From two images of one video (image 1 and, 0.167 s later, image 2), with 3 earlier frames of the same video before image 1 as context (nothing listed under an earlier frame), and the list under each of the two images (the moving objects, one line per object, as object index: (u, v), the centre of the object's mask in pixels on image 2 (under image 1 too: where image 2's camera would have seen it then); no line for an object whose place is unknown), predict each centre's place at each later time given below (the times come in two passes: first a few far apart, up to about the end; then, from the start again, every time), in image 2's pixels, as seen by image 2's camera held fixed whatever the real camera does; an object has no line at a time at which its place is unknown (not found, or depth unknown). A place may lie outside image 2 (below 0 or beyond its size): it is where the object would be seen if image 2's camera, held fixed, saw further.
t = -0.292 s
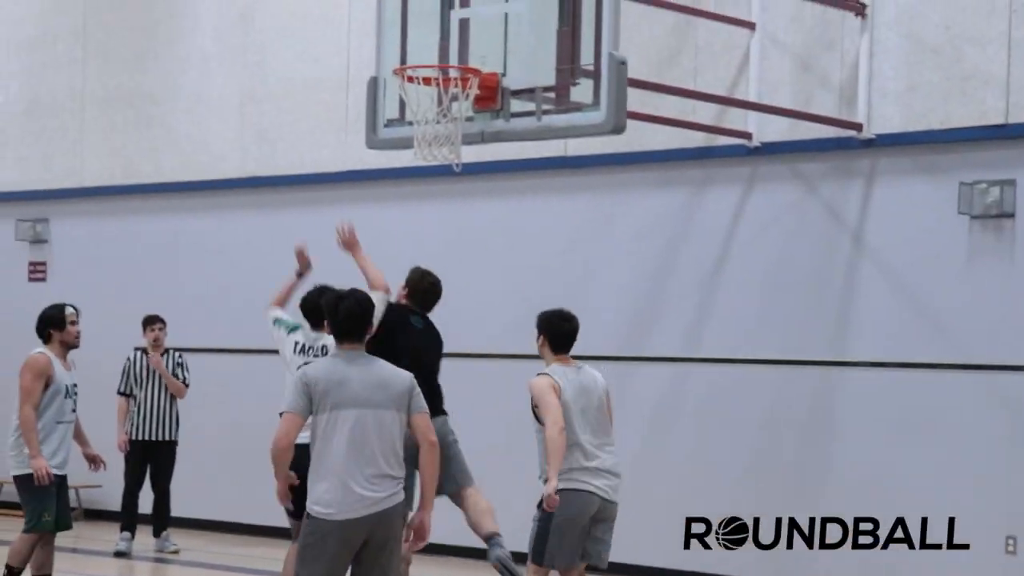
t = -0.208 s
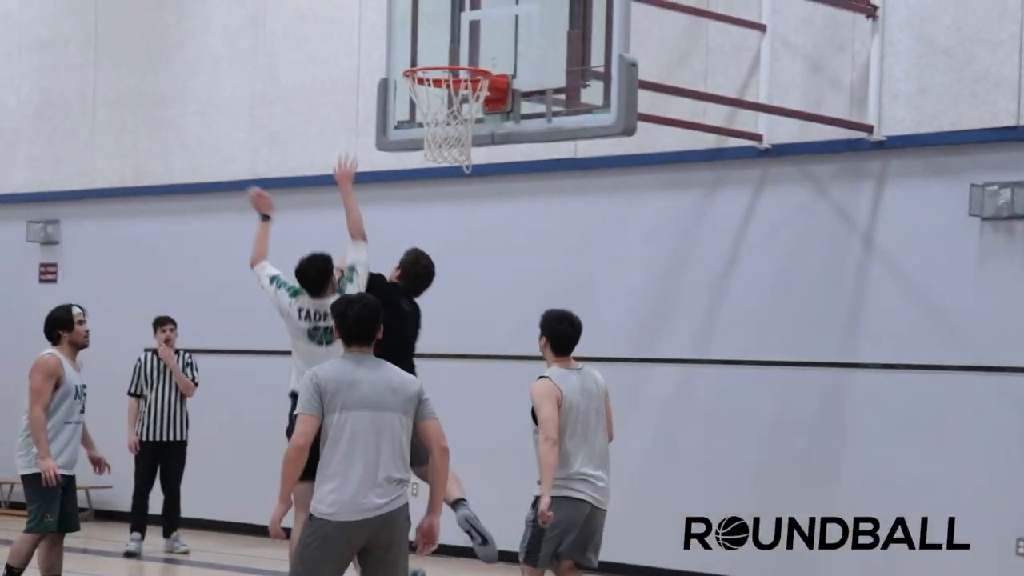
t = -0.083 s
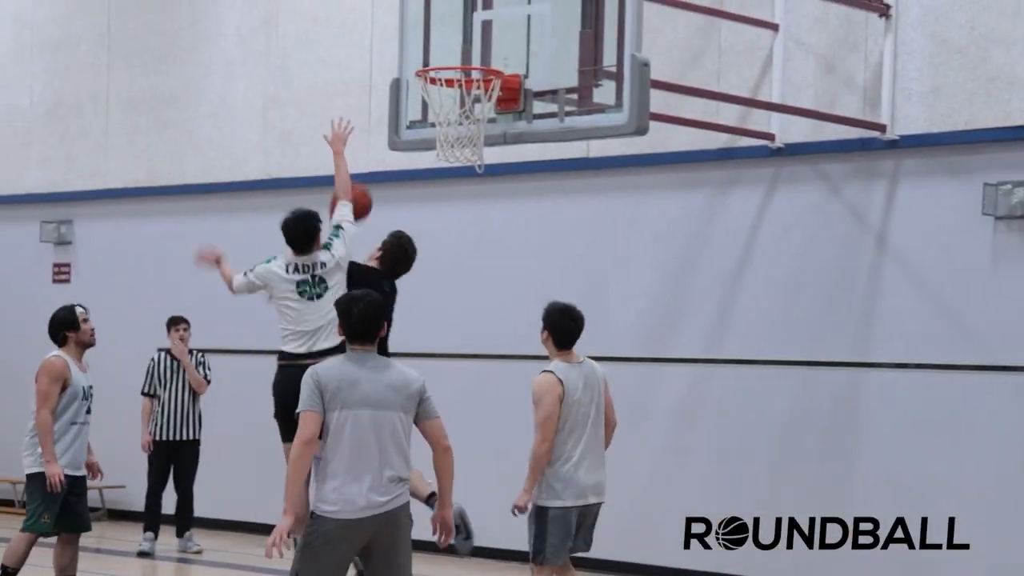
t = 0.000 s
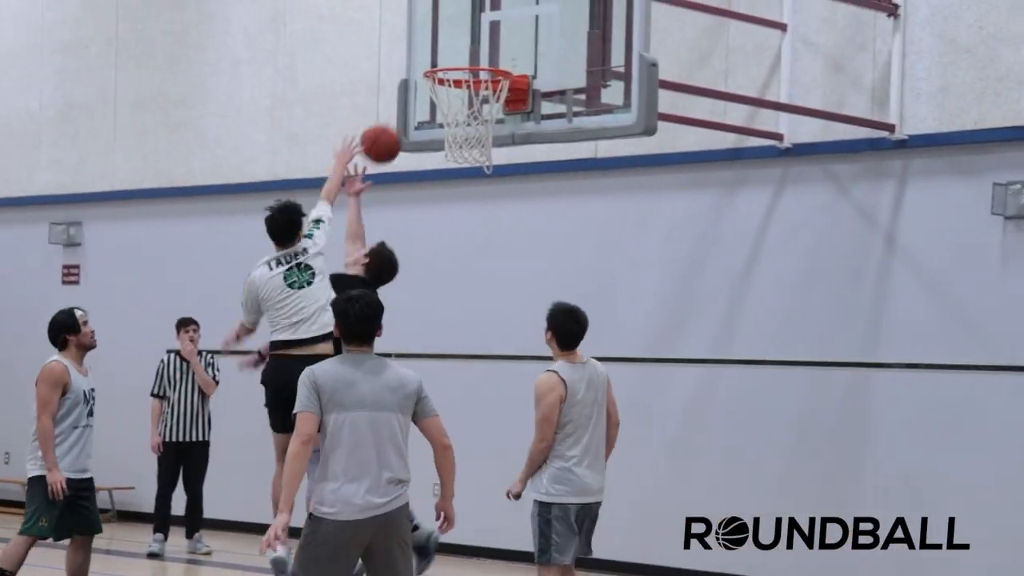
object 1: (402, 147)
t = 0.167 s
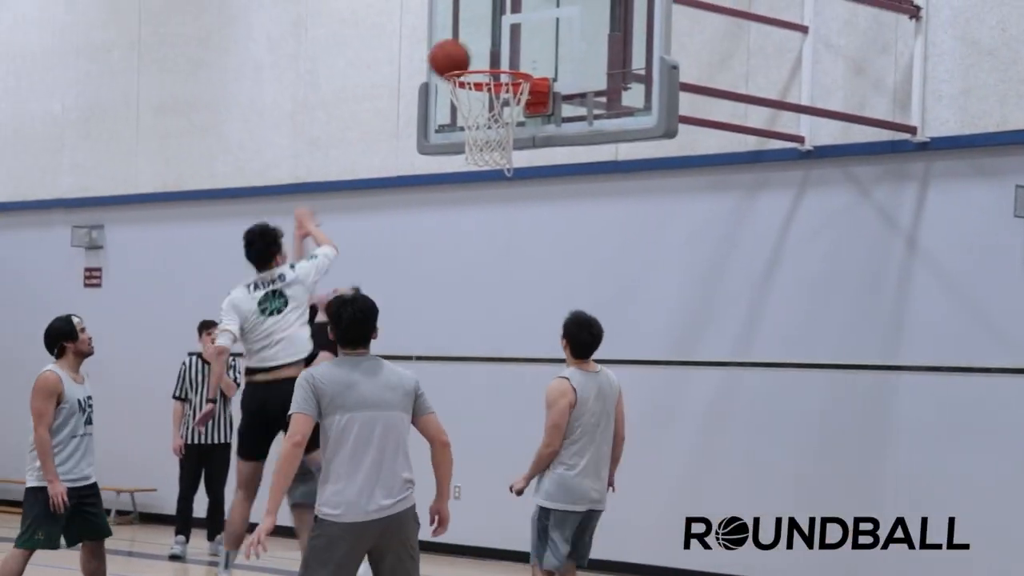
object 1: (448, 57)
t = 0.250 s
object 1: (473, 32)
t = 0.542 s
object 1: (500, 49)
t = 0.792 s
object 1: (494, 112)
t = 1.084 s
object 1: (462, 176)
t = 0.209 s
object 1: (462, 44)
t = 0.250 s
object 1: (473, 32)
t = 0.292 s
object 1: (481, 24)
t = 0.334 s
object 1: (484, 20)
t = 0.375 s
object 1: (487, 20)
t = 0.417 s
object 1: (491, 22)
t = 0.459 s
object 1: (494, 28)
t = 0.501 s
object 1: (497, 37)
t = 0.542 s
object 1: (500, 49)
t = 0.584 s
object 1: (504, 58)
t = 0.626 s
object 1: (503, 73)
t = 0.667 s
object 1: (501, 80)
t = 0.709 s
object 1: (500, 92)
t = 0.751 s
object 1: (498, 104)
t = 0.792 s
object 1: (494, 112)
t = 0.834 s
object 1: (488, 119)
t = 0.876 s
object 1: (483, 125)
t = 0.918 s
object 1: (479, 131)
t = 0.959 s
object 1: (475, 139)
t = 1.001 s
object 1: (472, 149)
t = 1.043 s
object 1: (466, 161)
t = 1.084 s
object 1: (462, 176)
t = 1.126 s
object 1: (459, 195)
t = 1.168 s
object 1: (455, 216)
